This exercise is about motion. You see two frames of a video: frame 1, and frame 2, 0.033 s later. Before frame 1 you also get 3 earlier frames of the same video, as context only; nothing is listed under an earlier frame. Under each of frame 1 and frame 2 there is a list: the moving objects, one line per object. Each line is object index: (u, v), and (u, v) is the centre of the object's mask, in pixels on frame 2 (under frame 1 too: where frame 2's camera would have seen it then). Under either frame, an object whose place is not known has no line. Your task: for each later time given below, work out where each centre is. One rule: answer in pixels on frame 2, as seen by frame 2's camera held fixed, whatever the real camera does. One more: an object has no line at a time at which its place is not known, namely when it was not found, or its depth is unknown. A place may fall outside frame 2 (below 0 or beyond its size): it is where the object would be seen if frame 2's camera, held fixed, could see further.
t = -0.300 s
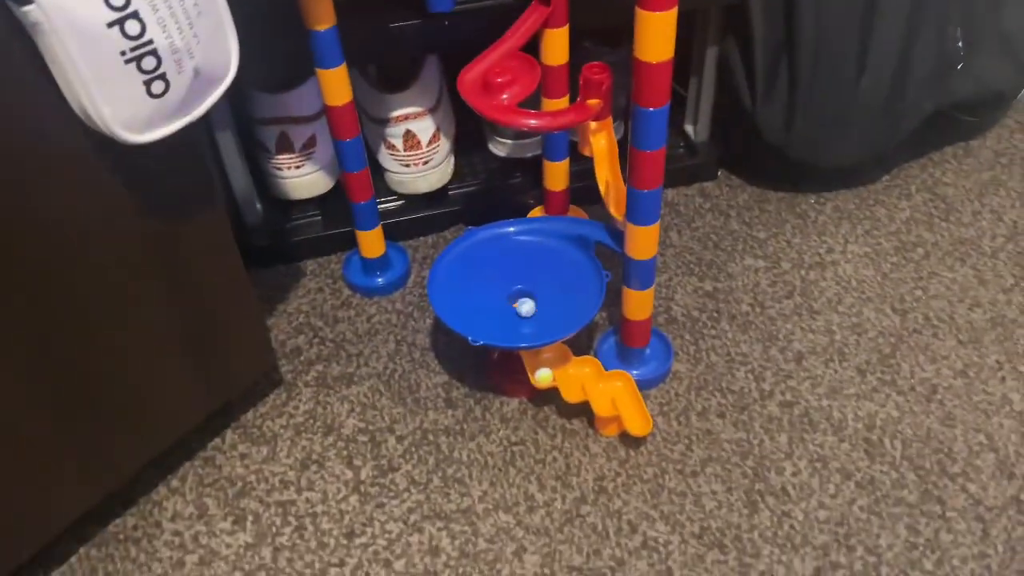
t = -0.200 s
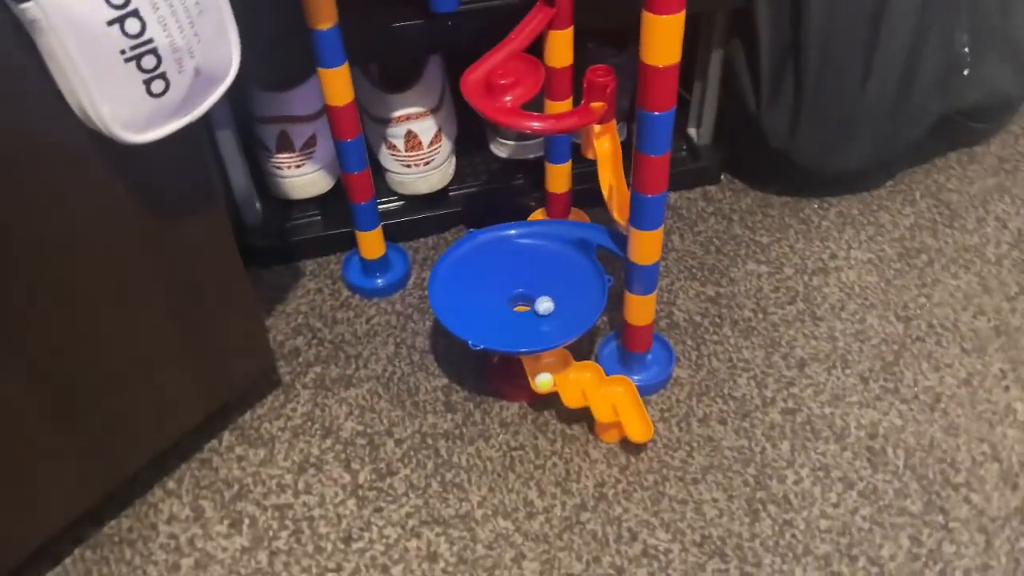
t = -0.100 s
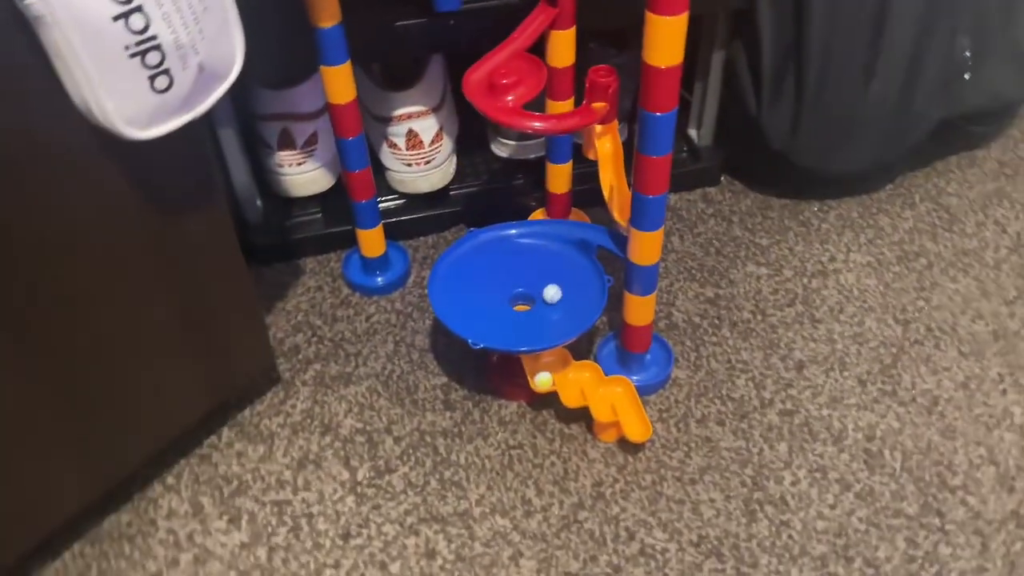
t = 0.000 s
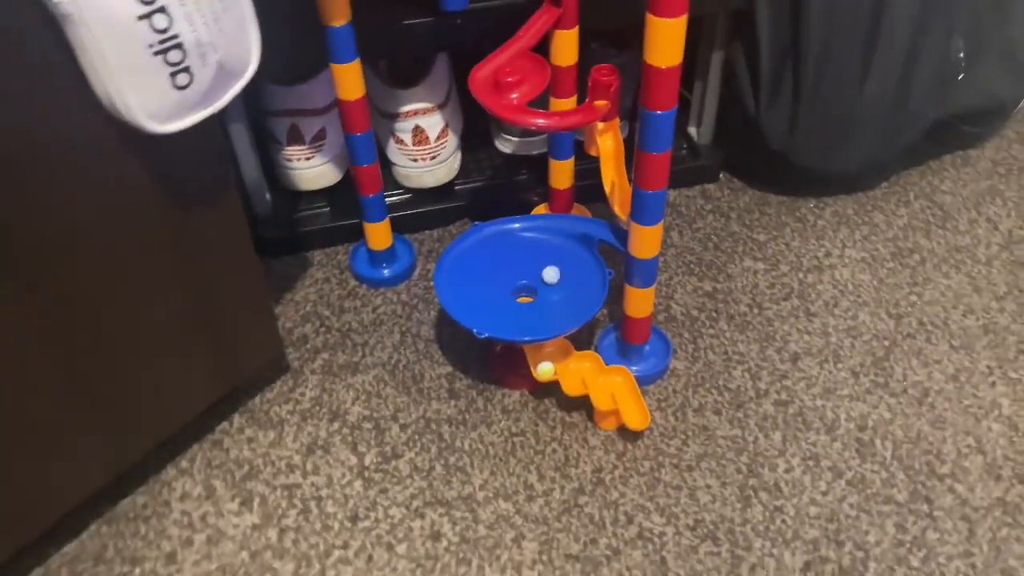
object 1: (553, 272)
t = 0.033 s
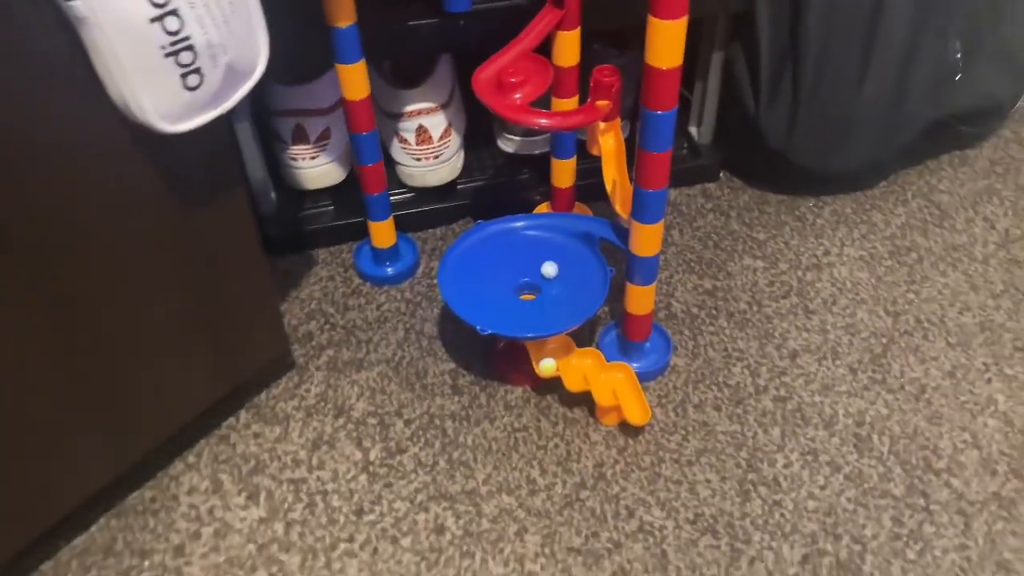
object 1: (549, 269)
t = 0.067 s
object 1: (545, 267)
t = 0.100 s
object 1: (540, 265)
